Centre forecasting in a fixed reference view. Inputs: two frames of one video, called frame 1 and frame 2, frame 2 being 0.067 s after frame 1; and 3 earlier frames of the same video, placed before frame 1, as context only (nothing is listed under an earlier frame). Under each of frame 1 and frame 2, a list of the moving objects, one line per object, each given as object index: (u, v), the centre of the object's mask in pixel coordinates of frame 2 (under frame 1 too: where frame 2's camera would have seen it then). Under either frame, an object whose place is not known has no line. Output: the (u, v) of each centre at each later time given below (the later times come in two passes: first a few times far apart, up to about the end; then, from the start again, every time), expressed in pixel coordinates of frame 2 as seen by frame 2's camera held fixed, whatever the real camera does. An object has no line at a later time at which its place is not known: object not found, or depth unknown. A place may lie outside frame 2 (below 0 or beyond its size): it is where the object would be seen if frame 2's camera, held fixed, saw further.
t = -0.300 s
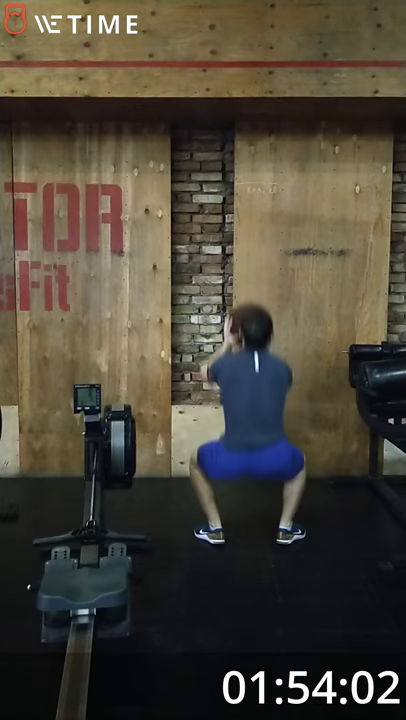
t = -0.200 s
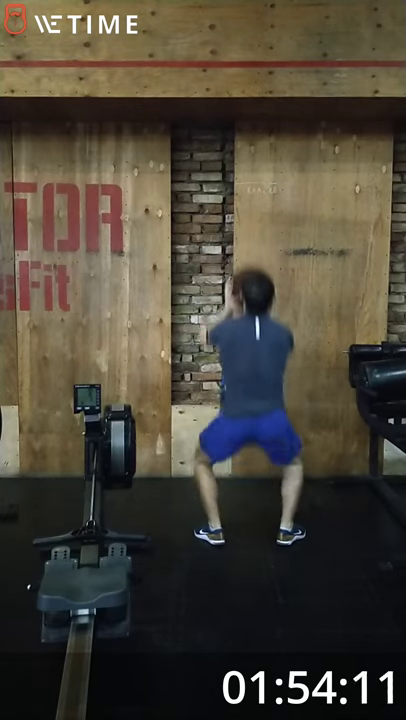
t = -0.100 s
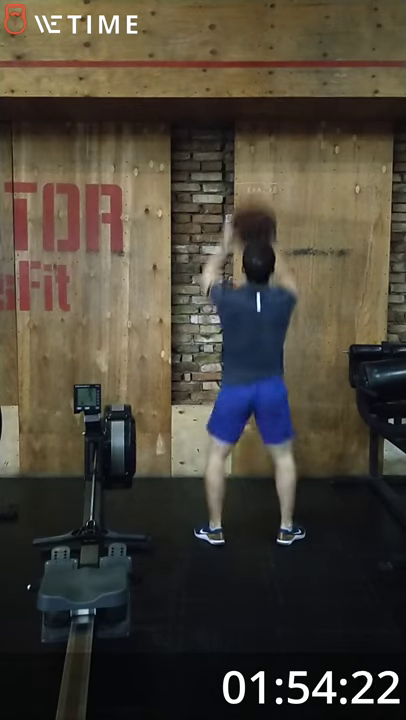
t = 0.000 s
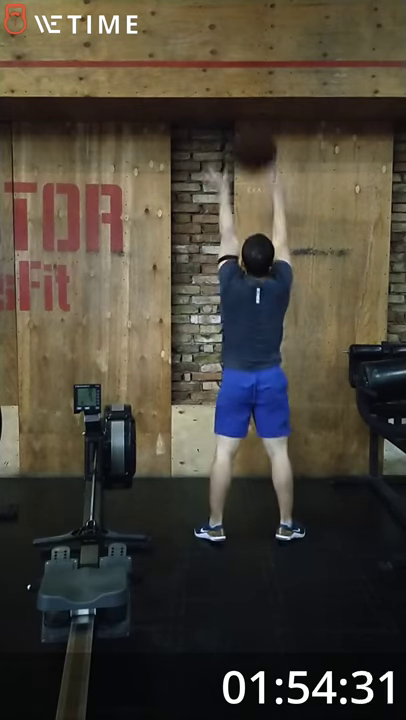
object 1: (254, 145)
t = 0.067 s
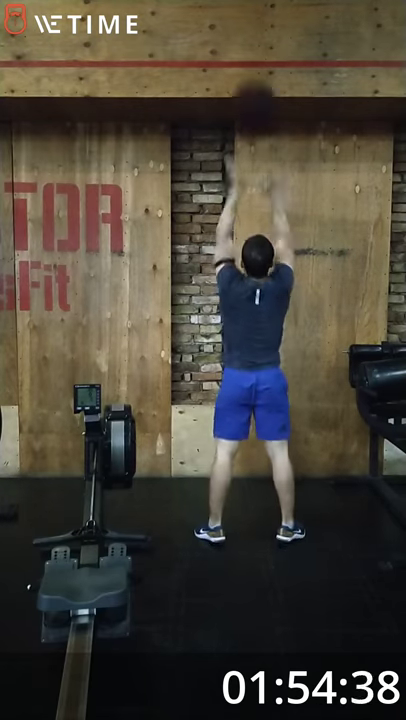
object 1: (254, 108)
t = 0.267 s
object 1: (253, 29)
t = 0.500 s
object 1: (253, 17)
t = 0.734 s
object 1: (254, 75)
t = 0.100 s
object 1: (254, 88)
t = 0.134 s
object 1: (253, 72)
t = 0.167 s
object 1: (253, 59)
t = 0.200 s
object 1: (253, 47)
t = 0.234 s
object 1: (253, 37)
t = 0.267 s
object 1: (253, 29)
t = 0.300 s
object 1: (252, 23)
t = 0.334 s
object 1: (252, 21)
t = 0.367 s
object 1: (252, 19)
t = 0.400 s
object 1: (252, 18)
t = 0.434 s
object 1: (253, 17)
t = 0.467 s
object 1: (253, 16)
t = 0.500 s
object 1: (253, 17)
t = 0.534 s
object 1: (253, 19)
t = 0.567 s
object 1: (253, 22)
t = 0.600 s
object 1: (254, 27)
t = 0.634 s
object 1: (254, 37)
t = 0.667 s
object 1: (254, 47)
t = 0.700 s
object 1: (254, 60)
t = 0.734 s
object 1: (254, 75)
